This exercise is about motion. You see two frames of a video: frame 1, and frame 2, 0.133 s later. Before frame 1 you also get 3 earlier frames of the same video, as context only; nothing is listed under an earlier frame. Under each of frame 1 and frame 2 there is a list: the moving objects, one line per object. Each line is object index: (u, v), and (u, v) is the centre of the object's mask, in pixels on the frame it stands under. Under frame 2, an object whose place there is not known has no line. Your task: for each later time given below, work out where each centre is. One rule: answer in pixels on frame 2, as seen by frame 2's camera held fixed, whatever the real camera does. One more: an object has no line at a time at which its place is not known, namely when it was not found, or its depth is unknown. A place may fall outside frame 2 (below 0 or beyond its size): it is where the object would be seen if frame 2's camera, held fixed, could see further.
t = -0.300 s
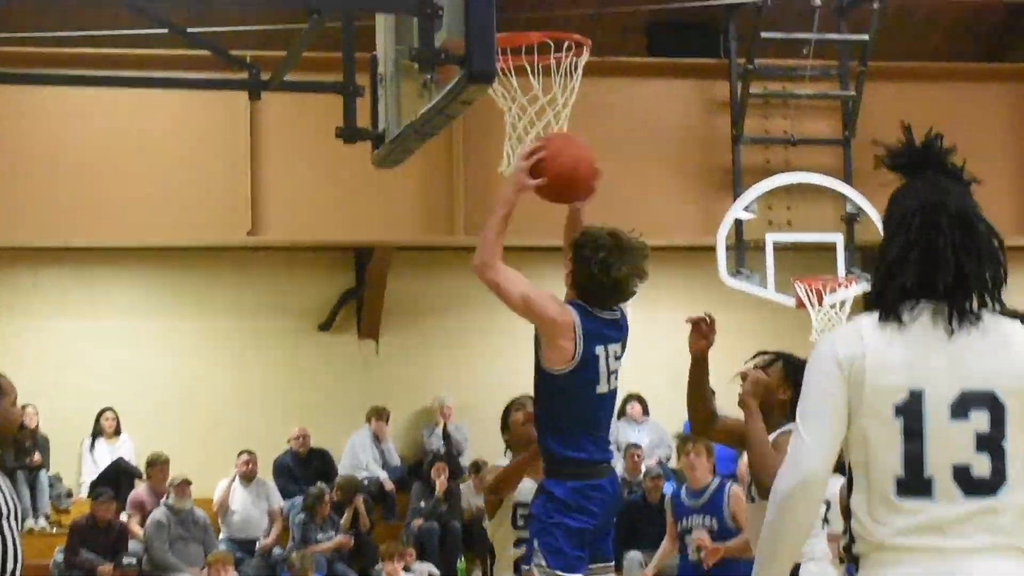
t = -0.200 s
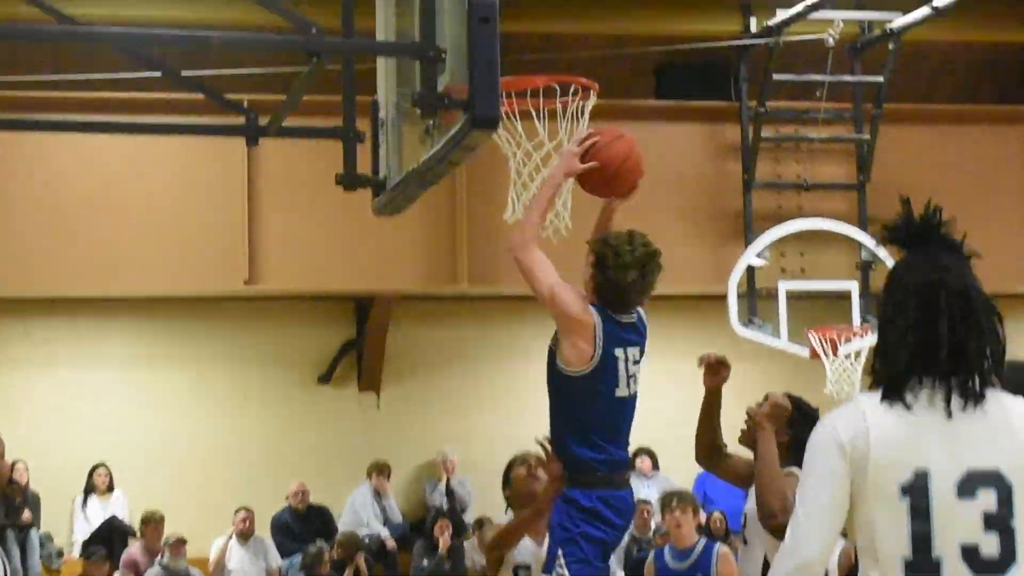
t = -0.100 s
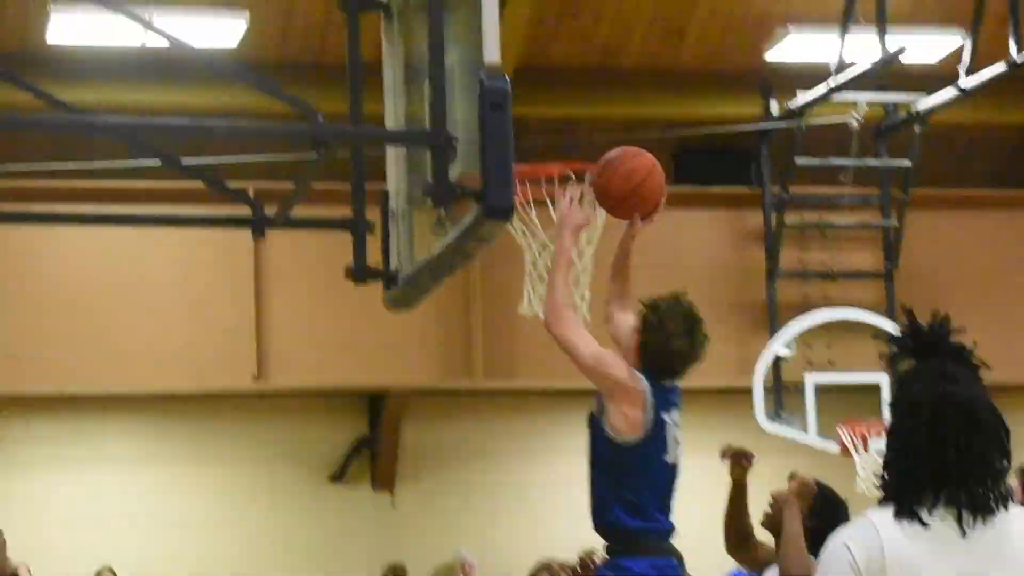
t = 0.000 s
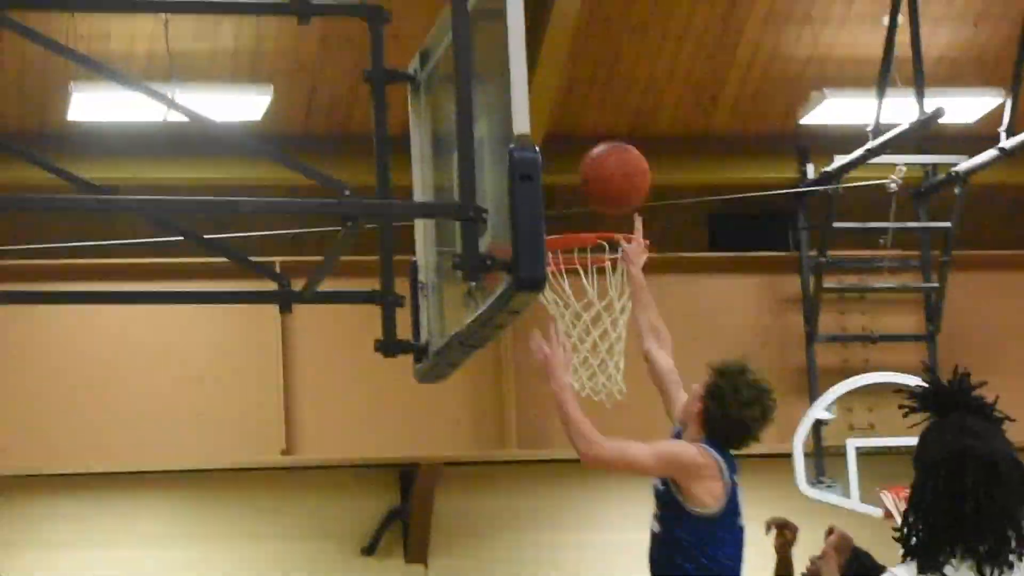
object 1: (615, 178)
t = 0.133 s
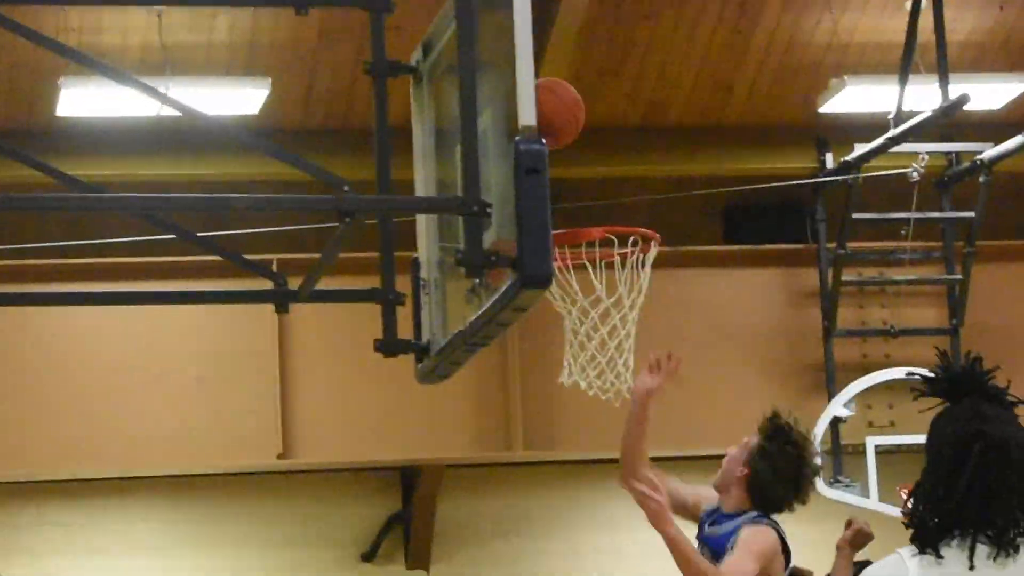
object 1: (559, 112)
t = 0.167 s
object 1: (561, 114)
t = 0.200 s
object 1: (567, 119)
